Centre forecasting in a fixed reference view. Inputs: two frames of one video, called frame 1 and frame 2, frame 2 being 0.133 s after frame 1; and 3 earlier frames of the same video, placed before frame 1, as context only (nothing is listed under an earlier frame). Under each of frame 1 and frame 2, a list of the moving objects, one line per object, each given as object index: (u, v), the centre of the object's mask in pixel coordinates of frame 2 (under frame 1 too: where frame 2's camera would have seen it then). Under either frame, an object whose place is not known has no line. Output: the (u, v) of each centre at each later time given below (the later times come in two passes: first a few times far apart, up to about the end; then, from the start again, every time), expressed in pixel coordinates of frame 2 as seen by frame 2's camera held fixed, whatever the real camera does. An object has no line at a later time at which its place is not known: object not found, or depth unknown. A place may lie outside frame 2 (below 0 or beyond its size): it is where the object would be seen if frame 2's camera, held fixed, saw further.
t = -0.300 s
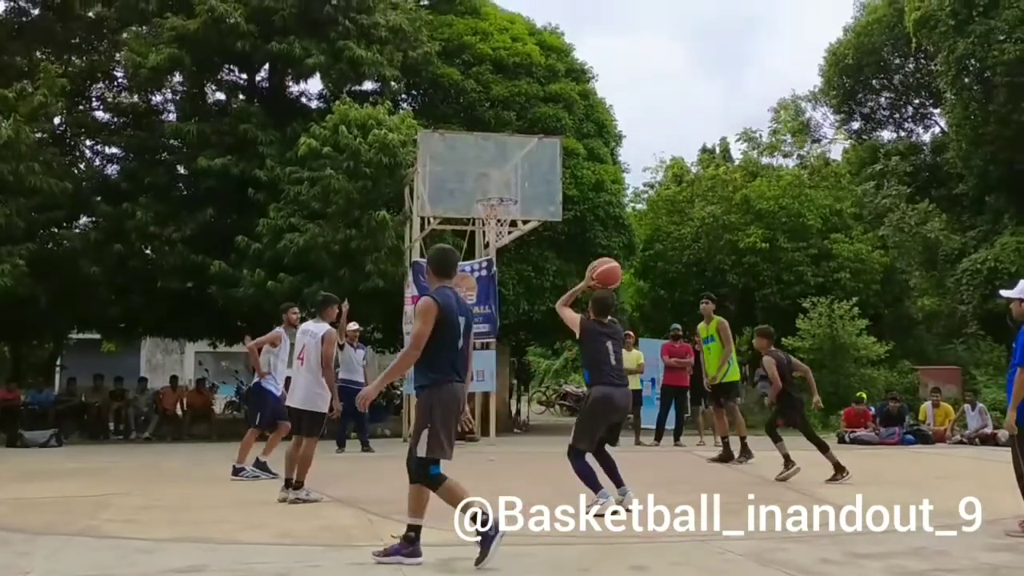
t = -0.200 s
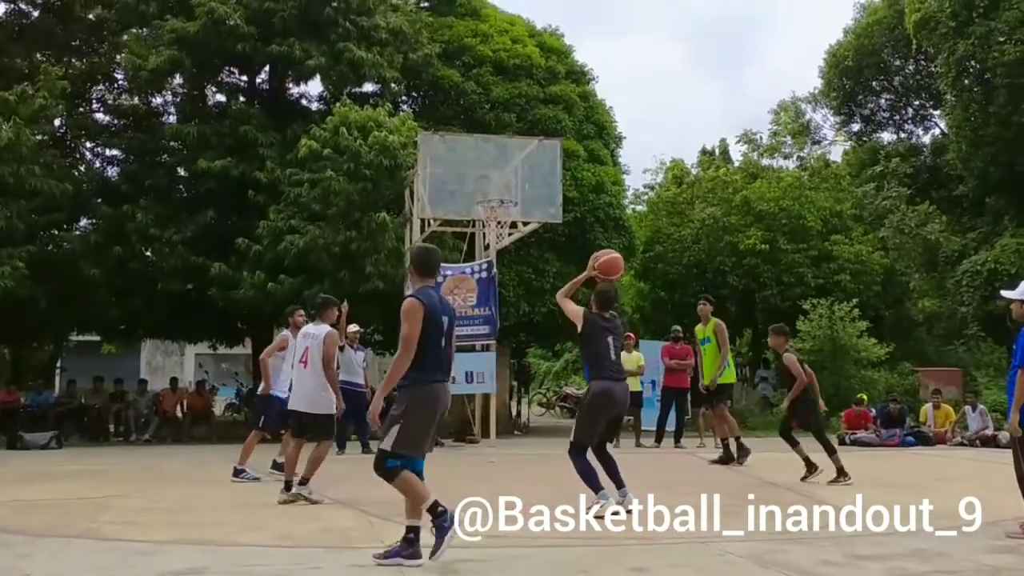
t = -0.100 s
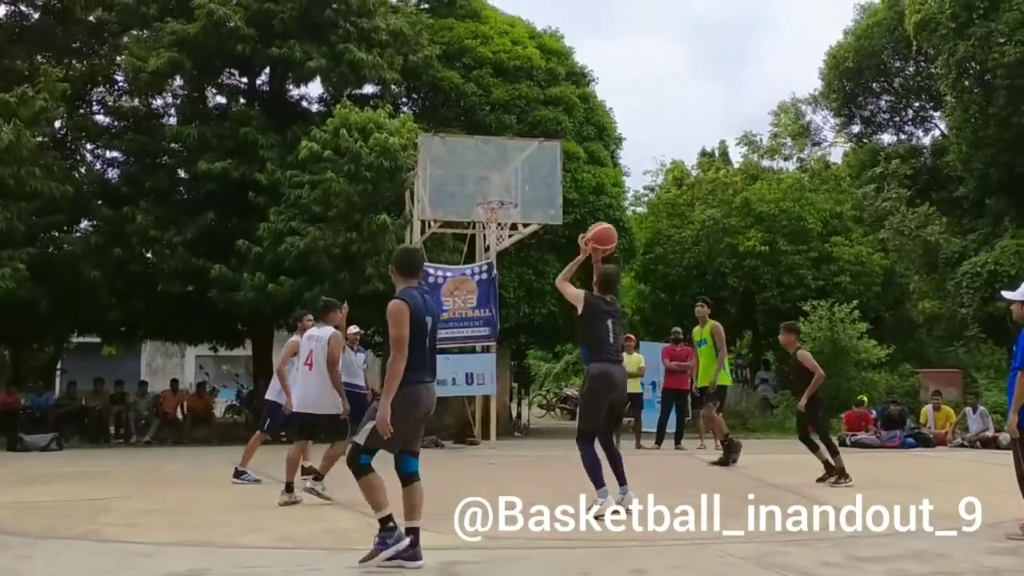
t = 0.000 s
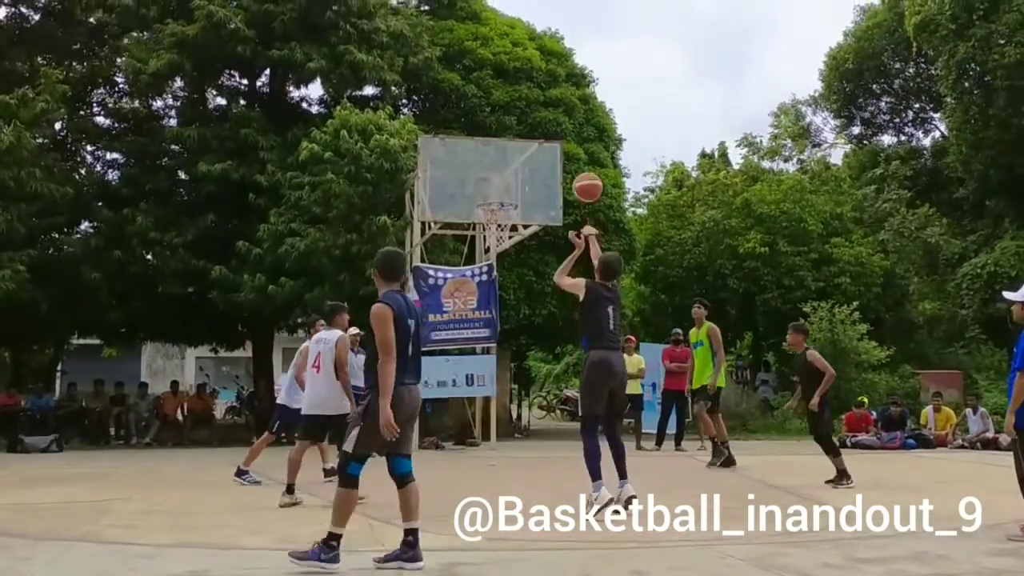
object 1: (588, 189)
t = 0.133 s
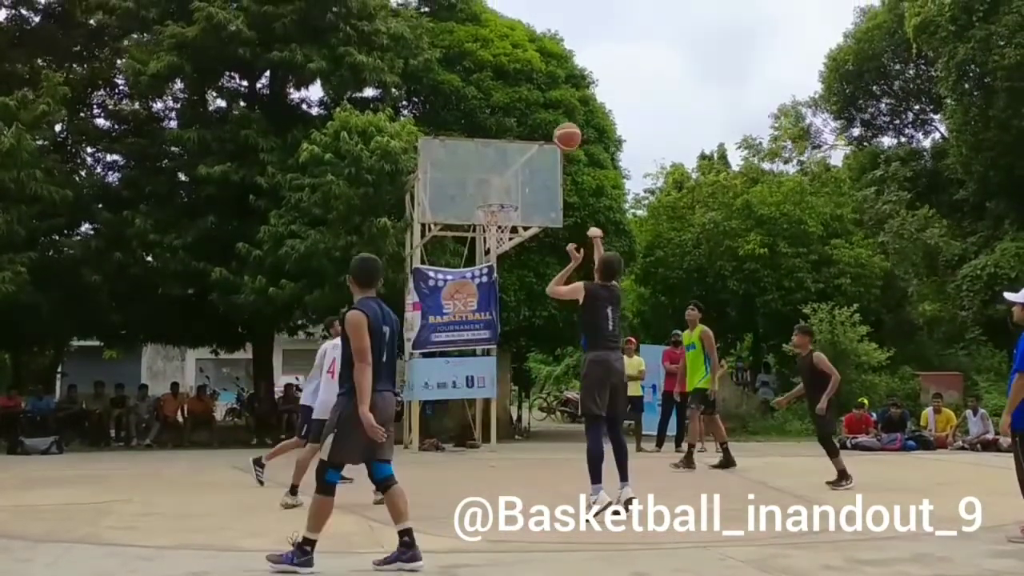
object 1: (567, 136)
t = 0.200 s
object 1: (559, 120)
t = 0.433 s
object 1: (528, 104)
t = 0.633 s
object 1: (509, 134)
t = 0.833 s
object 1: (493, 194)
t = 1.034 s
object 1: (506, 245)
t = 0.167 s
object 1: (563, 127)
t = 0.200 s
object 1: (559, 120)
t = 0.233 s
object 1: (554, 114)
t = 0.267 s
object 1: (550, 108)
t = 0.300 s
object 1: (546, 105)
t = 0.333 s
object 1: (542, 102)
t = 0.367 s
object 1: (538, 101)
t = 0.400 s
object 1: (535, 101)
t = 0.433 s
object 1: (528, 104)
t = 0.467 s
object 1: (525, 107)
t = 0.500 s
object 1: (521, 111)
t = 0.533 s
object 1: (518, 115)
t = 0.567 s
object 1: (515, 121)
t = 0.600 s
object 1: (512, 128)
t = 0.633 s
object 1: (509, 134)
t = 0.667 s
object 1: (506, 142)
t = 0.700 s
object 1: (503, 152)
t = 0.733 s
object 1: (501, 161)
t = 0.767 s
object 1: (498, 171)
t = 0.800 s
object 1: (495, 183)
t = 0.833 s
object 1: (493, 194)
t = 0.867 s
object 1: (490, 203)
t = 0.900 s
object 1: (491, 215)
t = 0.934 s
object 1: (492, 220)
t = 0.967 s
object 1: (492, 221)
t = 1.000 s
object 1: (502, 235)
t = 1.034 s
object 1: (506, 245)
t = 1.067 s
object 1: (511, 249)
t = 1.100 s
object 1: (515, 256)
